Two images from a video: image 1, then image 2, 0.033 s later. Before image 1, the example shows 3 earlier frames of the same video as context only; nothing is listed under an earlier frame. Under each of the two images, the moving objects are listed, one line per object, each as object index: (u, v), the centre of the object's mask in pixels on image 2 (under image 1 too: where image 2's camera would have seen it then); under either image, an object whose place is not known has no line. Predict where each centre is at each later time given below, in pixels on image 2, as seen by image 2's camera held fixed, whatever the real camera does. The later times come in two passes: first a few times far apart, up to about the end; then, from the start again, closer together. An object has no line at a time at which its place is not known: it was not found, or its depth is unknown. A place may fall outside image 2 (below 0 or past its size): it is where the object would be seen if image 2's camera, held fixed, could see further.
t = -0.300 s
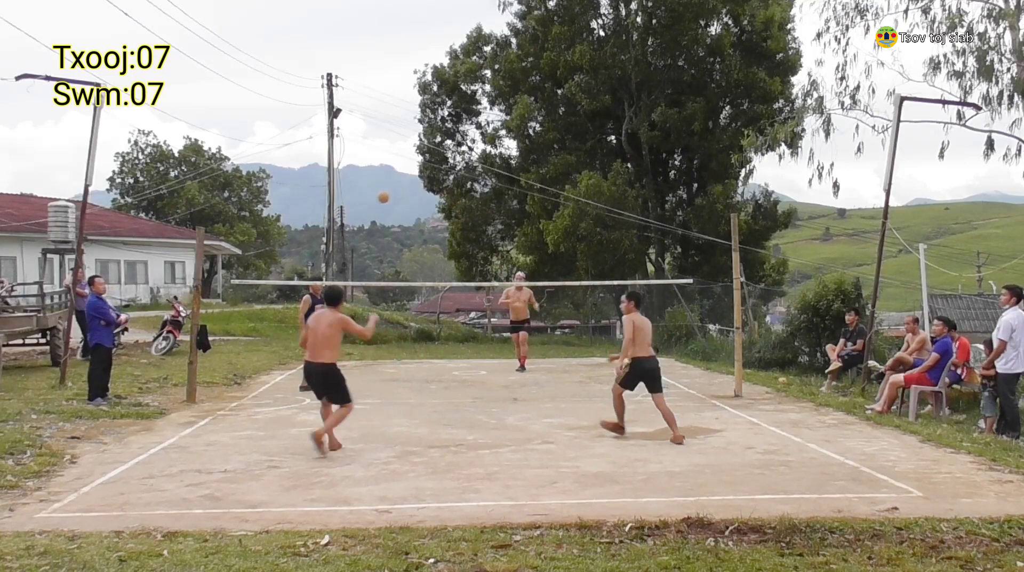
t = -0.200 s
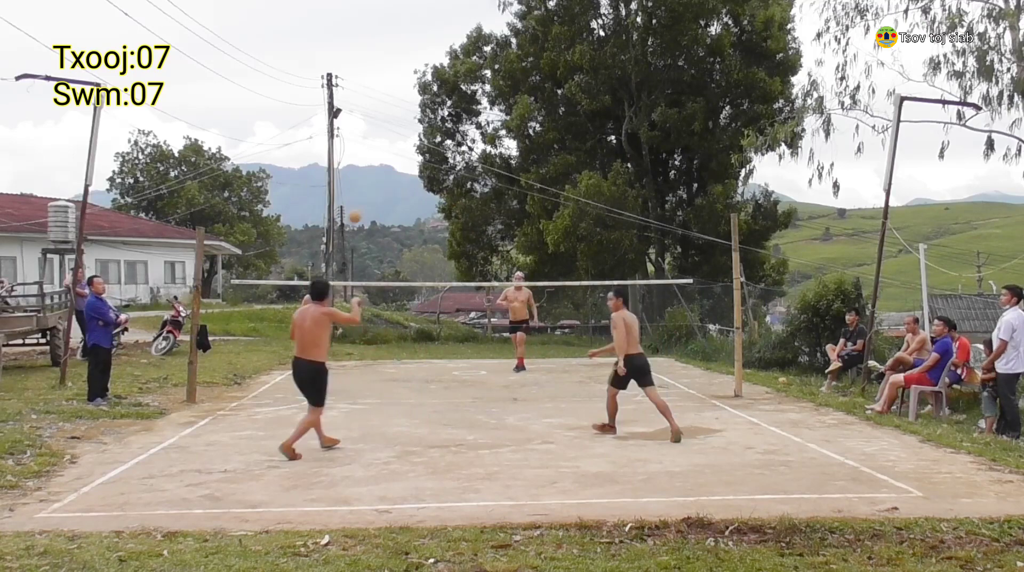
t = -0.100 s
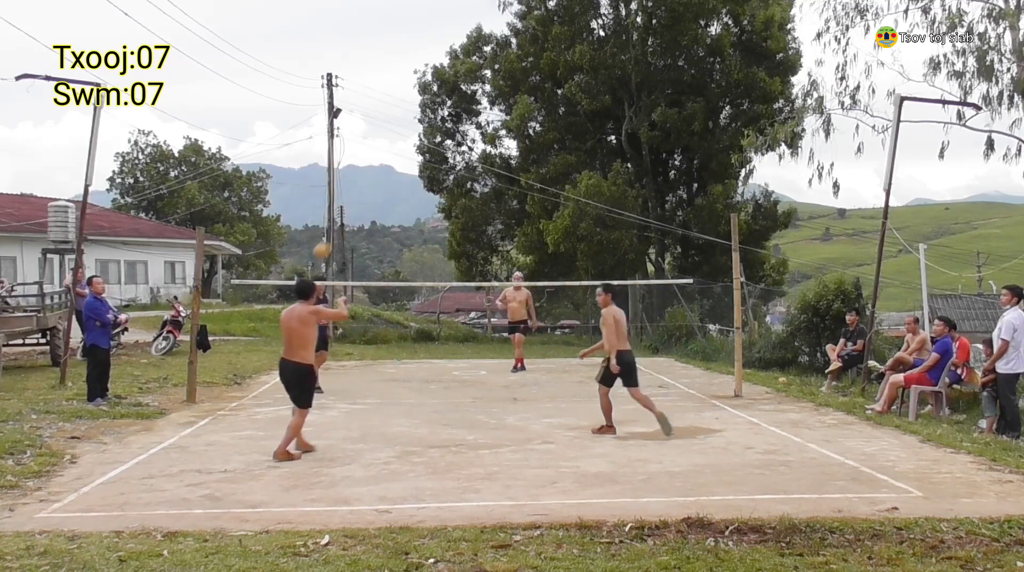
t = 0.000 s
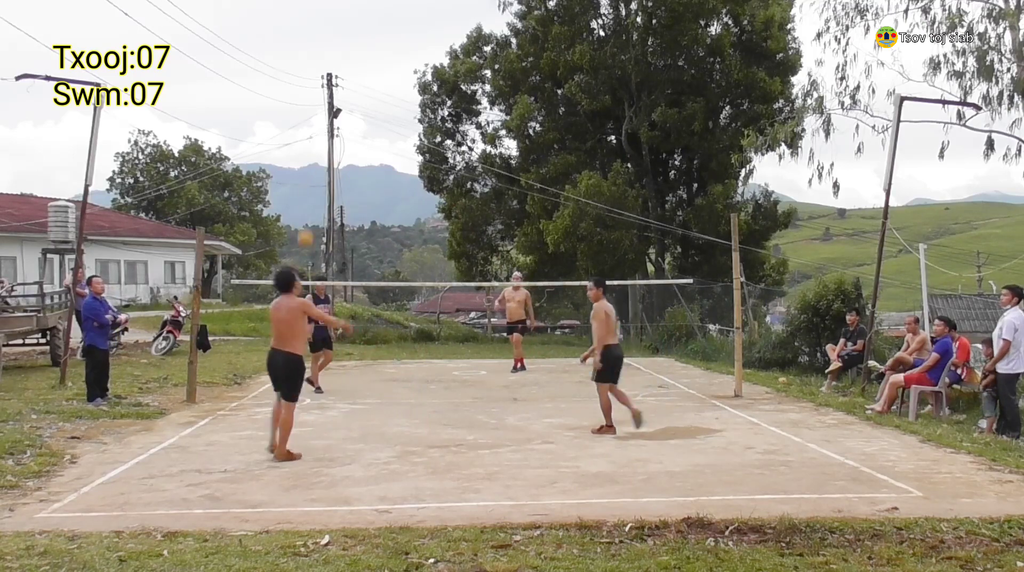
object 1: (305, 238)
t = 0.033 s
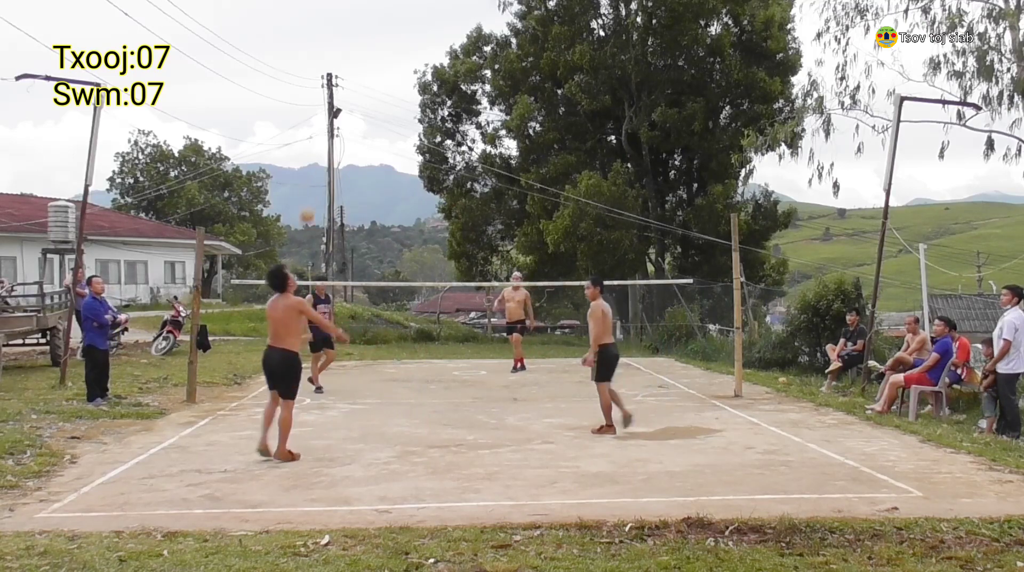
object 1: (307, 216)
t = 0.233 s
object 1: (314, 107)
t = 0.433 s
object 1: (324, 40)
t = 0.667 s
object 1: (335, 20)
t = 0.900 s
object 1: (349, 70)
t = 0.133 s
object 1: (310, 156)
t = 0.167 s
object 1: (312, 139)
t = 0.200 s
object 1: (313, 121)
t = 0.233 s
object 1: (314, 107)
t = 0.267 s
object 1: (316, 92)
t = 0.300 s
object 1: (317, 80)
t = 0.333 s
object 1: (319, 67)
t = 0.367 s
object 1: (320, 57)
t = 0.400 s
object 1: (322, 48)
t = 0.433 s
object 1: (324, 40)
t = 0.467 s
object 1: (325, 33)
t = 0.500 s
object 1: (327, 27)
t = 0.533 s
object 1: (328, 23)
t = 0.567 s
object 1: (330, 20)
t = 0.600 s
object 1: (332, 19)
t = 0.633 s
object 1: (334, 19)
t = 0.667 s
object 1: (335, 20)
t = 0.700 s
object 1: (337, 23)
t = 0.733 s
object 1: (339, 27)
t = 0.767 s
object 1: (341, 33)
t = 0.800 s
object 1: (343, 40)
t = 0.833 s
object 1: (345, 49)
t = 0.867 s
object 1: (346, 59)
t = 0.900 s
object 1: (349, 70)
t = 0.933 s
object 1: (350, 84)
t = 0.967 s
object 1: (352, 98)
